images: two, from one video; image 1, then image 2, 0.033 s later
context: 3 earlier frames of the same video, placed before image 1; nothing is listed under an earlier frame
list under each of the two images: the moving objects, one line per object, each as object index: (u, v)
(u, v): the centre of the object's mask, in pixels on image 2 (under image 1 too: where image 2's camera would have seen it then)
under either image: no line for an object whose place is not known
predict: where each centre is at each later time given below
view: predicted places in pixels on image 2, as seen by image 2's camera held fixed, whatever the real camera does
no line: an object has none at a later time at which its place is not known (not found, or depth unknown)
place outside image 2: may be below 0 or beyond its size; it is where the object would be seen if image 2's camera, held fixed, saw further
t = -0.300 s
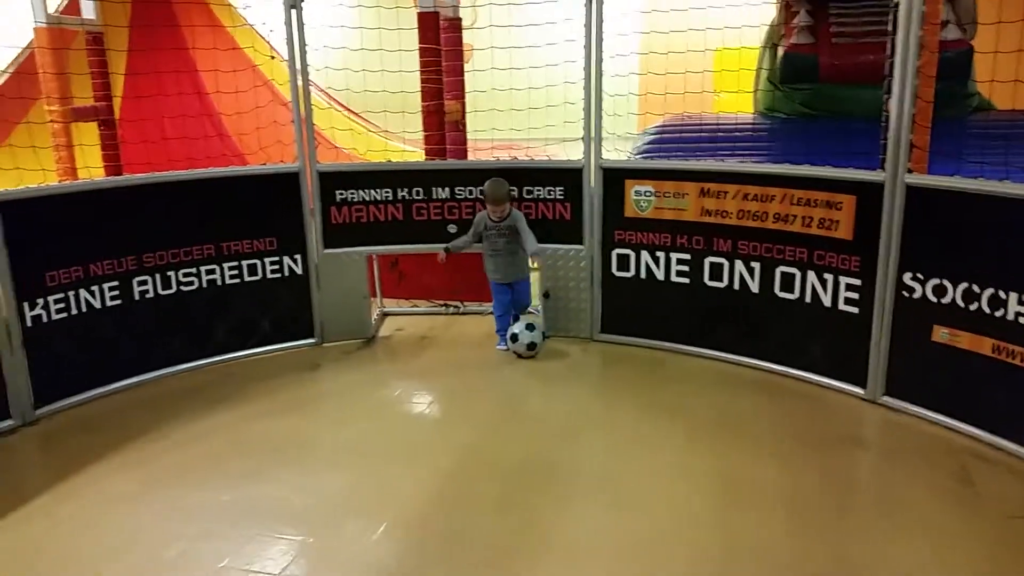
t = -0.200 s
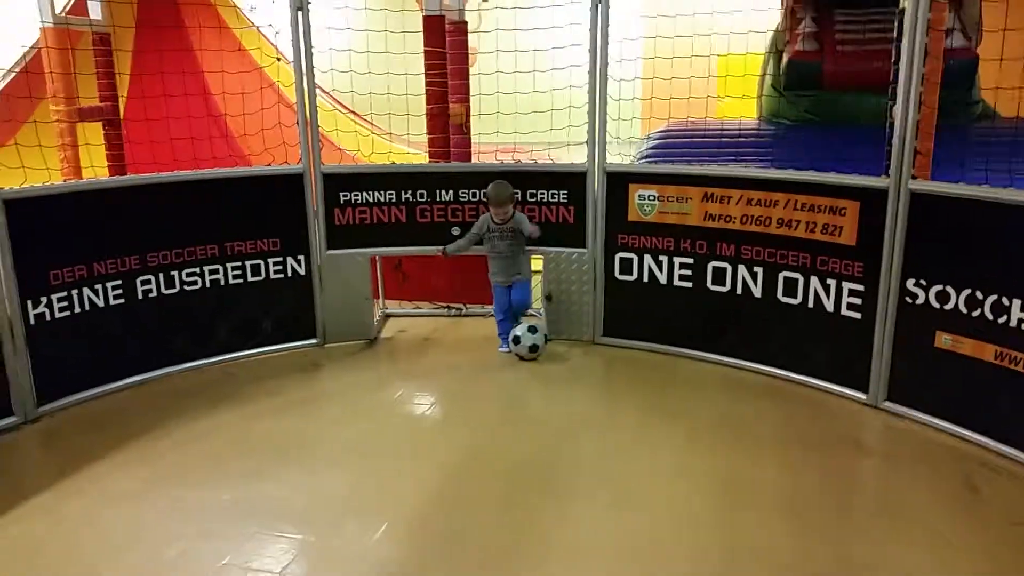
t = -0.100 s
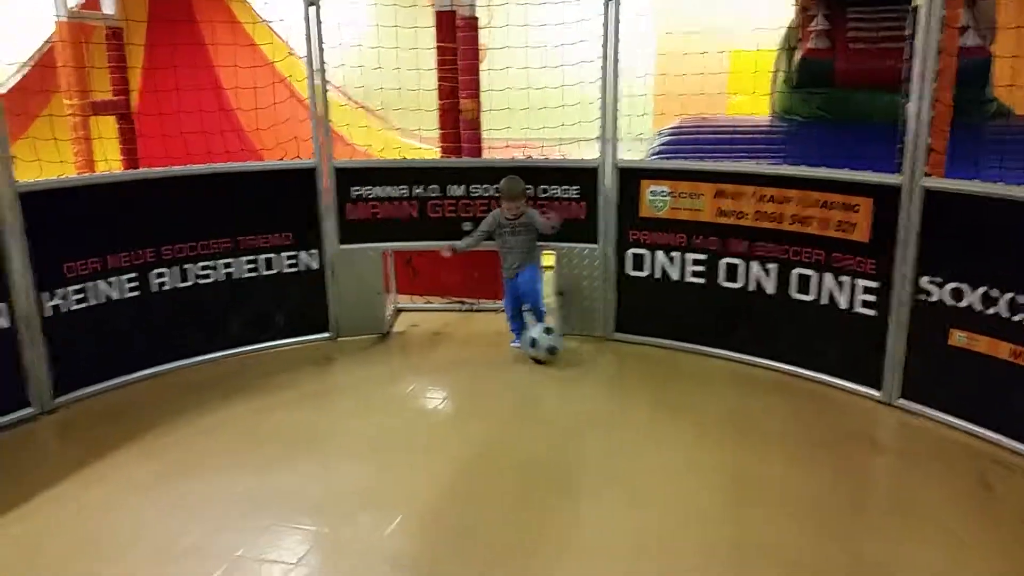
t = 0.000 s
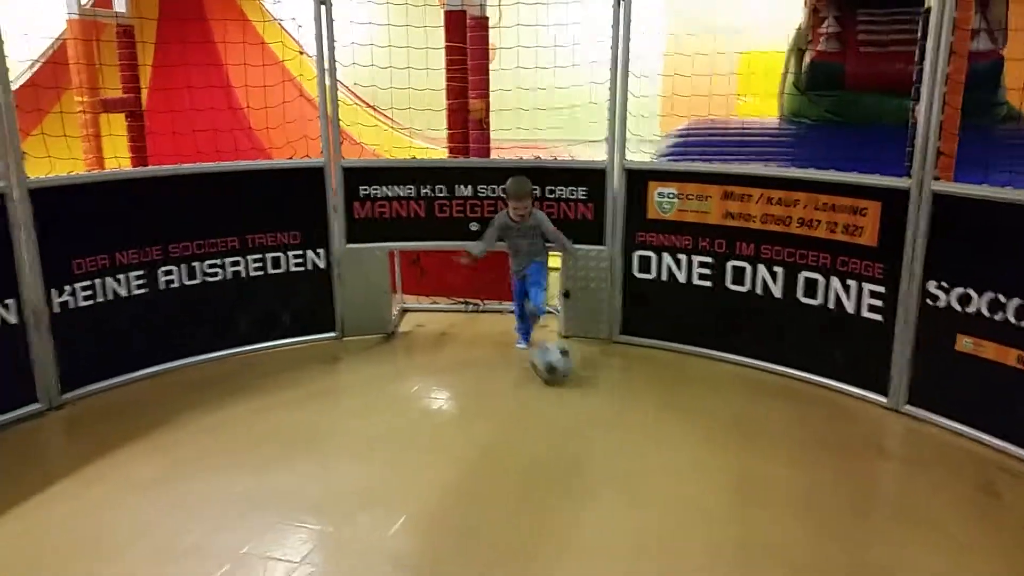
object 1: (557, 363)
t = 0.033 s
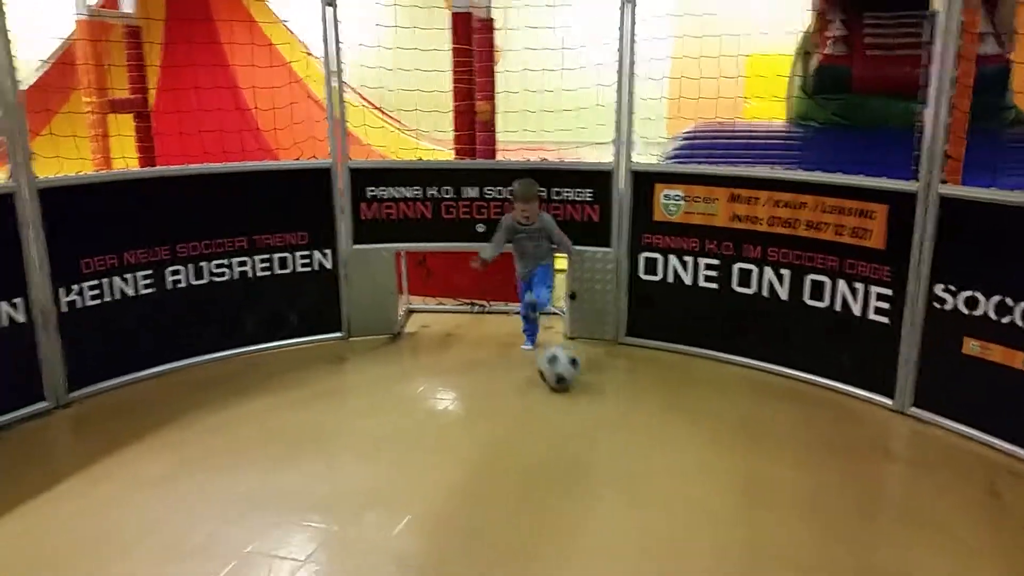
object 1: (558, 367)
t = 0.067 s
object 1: (560, 373)
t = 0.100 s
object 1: (562, 379)
